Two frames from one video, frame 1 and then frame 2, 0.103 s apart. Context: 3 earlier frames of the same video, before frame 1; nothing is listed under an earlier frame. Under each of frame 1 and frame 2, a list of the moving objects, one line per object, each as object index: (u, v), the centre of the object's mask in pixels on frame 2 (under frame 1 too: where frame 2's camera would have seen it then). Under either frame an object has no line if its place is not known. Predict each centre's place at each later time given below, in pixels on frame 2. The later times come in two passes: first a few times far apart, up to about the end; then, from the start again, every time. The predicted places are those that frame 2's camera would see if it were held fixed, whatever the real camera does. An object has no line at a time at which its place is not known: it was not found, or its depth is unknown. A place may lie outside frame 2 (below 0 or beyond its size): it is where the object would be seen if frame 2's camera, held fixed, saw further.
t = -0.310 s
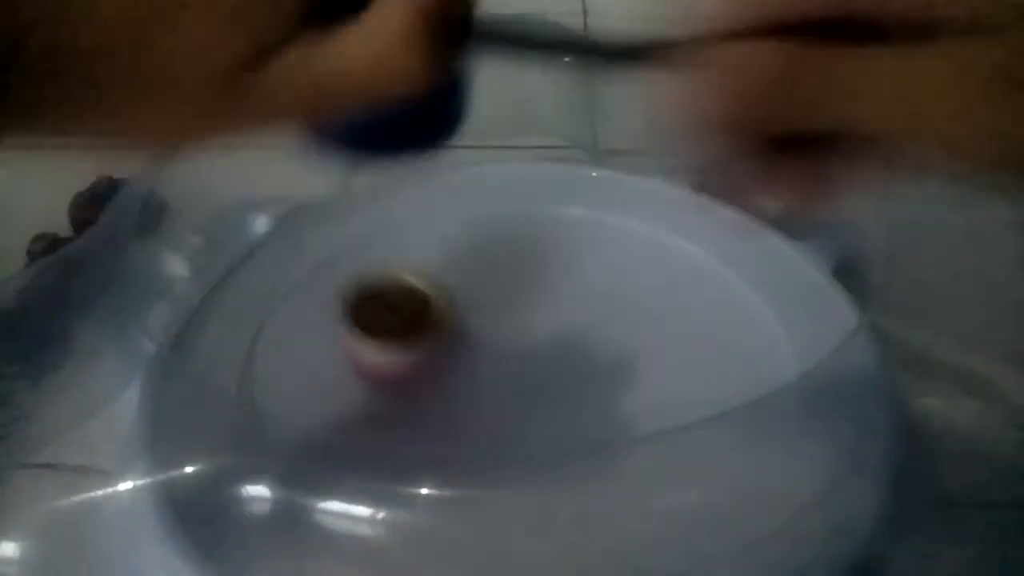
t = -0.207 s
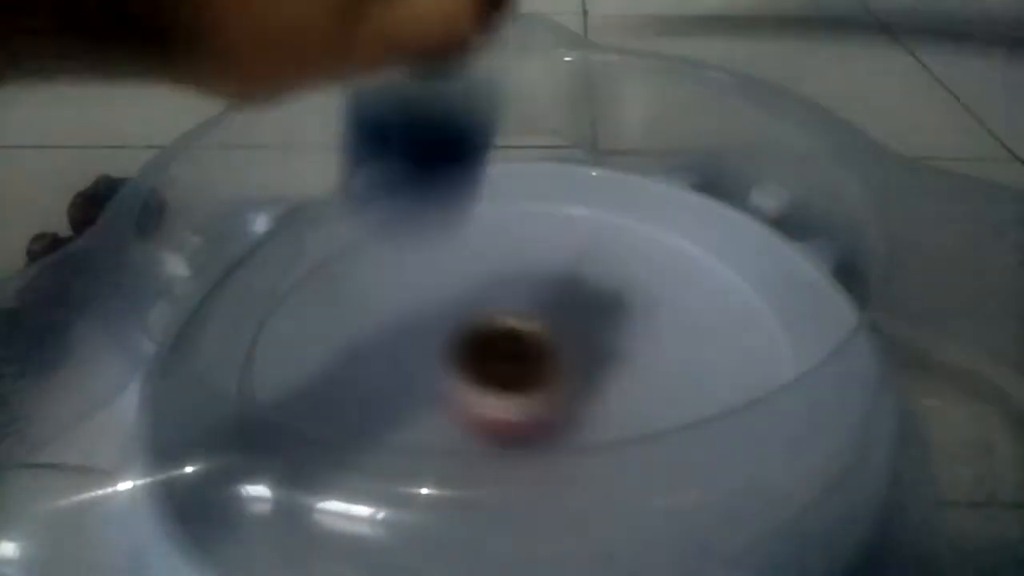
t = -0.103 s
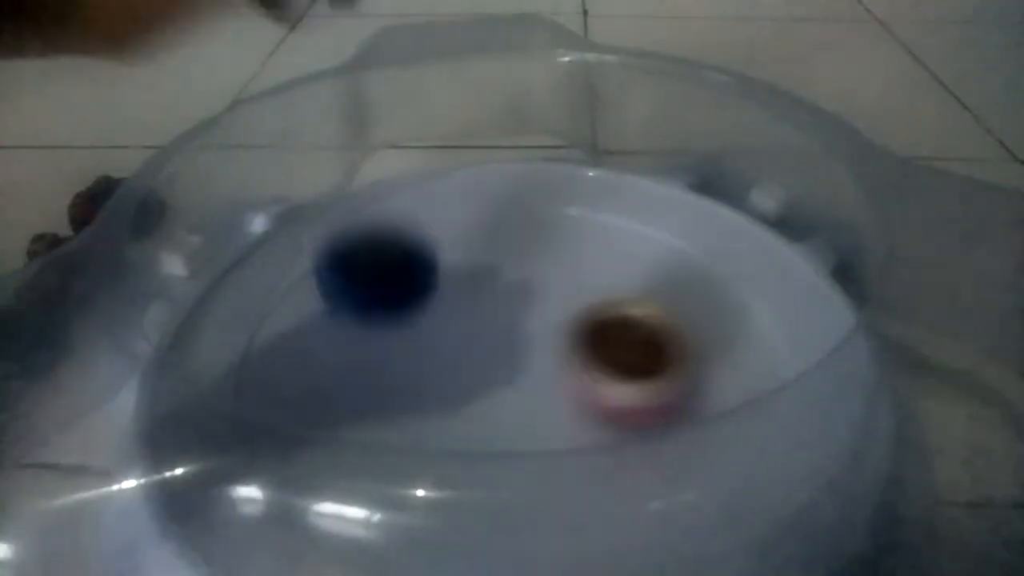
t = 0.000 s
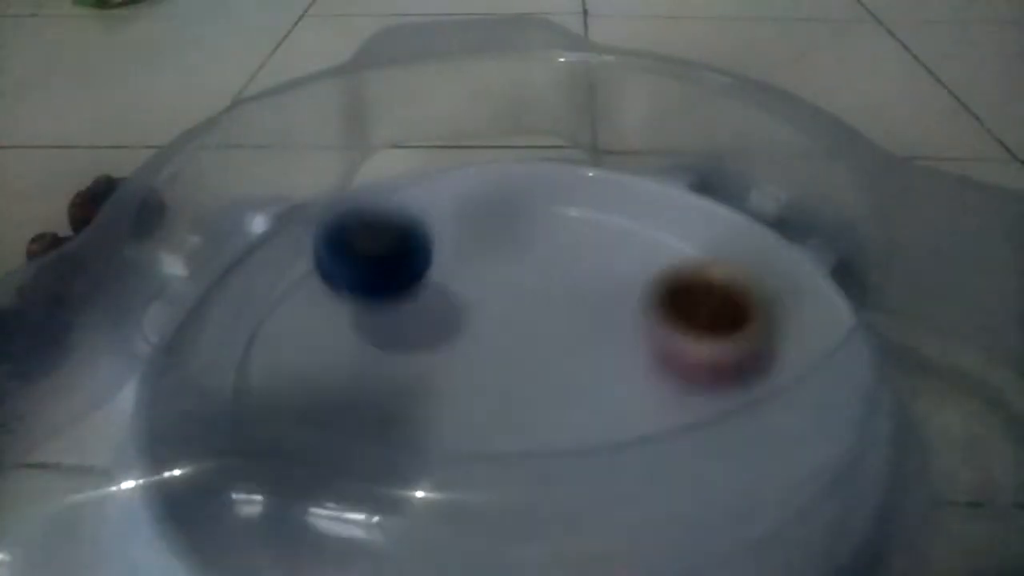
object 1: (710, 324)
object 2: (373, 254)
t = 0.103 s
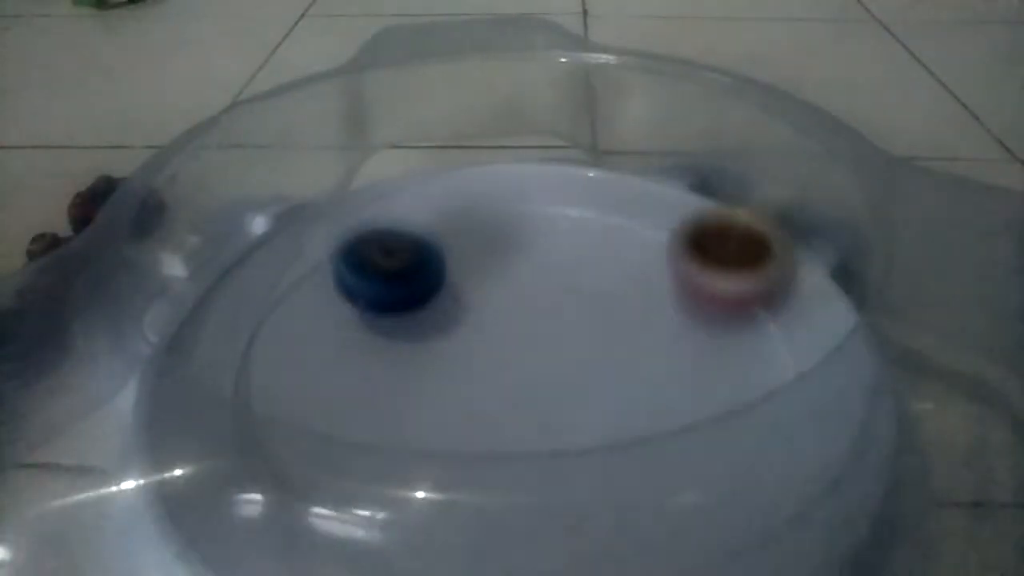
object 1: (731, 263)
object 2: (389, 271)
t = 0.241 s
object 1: (647, 214)
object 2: (445, 287)
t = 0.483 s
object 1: (437, 273)
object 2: (548, 386)
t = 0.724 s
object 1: (344, 402)
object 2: (609, 542)
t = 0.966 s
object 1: (424, 454)
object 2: (694, 473)
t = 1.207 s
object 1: (426, 381)
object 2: (721, 357)
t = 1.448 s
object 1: (363, 329)
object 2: (571, 280)
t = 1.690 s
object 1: (345, 327)
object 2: (505, 269)
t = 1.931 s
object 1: (431, 334)
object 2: (596, 328)
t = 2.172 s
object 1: (539, 292)
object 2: (698, 341)
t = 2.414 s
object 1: (545, 236)
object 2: (720, 337)
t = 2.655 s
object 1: (494, 259)
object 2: (600, 312)
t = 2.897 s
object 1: (405, 351)
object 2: (645, 369)
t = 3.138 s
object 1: (448, 483)
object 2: (613, 334)
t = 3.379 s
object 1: (604, 433)
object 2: (649, 277)
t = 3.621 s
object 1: (486, 342)
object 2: (635, 222)
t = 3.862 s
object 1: (318, 382)
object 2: (561, 242)
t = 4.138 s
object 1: (453, 459)
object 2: (446, 284)
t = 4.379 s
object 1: (548, 336)
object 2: (359, 326)
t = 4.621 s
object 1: (469, 245)
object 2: (333, 407)
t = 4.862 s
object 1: (348, 245)
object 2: (413, 469)
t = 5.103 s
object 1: (418, 356)
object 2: (551, 476)
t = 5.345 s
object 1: (561, 355)
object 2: (720, 442)
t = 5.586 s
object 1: (589, 269)
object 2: (719, 366)
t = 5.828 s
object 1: (487, 283)
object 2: (629, 296)
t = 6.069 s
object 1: (519, 390)
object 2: (525, 264)
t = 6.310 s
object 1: (654, 368)
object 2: (431, 281)
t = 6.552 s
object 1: (583, 303)
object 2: (363, 339)
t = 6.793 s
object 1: (468, 349)
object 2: (373, 434)
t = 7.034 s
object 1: (475, 370)
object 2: (475, 503)
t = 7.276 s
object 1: (518, 350)
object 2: (603, 464)
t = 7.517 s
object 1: (522, 308)
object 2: (645, 383)
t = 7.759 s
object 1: (404, 247)
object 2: (638, 351)
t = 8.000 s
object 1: (338, 283)
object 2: (535, 312)
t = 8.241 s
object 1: (397, 376)
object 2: (489, 298)
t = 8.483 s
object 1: (563, 395)
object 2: (422, 337)
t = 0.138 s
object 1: (724, 243)
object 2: (400, 275)
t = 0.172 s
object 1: (706, 228)
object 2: (413, 277)
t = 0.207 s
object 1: (678, 221)
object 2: (428, 281)
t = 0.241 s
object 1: (647, 214)
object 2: (445, 287)
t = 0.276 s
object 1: (617, 206)
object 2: (466, 295)
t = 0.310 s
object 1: (580, 209)
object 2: (489, 305)
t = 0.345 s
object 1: (551, 213)
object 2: (508, 318)
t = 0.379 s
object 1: (518, 219)
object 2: (526, 335)
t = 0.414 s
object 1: (485, 232)
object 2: (539, 351)
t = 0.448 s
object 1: (458, 251)
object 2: (546, 368)
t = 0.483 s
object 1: (437, 273)
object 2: (548, 386)
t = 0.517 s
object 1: (423, 299)
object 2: (543, 402)
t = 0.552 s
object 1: (417, 330)
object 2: (531, 423)
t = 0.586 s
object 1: (414, 361)
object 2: (515, 439)
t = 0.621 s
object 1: (395, 377)
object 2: (536, 482)
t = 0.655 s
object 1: (371, 381)
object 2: (570, 523)
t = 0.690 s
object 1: (354, 388)
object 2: (593, 531)
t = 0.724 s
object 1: (344, 402)
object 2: (609, 542)
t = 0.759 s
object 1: (346, 412)
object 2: (610, 533)
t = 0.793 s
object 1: (357, 426)
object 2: (606, 527)
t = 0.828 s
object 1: (385, 436)
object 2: (598, 520)
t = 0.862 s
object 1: (413, 467)
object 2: (588, 513)
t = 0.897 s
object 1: (428, 468)
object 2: (613, 500)
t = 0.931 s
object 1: (424, 462)
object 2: (657, 488)
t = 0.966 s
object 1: (424, 454)
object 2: (694, 473)
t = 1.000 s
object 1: (428, 447)
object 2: (724, 455)
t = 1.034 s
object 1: (432, 439)
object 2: (743, 439)
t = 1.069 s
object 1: (432, 430)
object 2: (754, 421)
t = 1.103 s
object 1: (433, 413)
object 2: (752, 404)
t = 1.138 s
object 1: (434, 402)
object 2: (743, 384)
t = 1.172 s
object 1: (432, 392)
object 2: (732, 369)
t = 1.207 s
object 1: (426, 381)
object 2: (721, 357)
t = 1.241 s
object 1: (419, 369)
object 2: (703, 342)
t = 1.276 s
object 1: (413, 359)
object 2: (683, 329)
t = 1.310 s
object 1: (404, 351)
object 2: (662, 317)
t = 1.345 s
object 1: (394, 345)
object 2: (639, 307)
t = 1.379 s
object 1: (383, 339)
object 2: (616, 297)
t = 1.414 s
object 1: (374, 333)
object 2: (593, 288)
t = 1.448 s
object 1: (363, 329)
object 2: (571, 280)
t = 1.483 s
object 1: (355, 326)
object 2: (551, 271)
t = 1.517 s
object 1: (349, 323)
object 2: (536, 265)
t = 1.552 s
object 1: (344, 322)
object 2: (523, 263)
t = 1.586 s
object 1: (342, 322)
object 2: (512, 261)
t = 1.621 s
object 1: (341, 325)
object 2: (506, 262)
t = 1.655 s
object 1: (341, 325)
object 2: (504, 264)
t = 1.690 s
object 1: (345, 327)
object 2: (505, 269)
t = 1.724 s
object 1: (351, 331)
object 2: (510, 274)
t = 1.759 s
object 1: (359, 334)
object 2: (519, 282)
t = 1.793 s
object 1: (371, 337)
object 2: (532, 293)
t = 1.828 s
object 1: (384, 338)
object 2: (547, 302)
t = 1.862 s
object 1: (399, 338)
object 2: (563, 313)
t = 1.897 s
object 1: (415, 337)
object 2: (579, 321)
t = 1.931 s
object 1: (431, 334)
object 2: (596, 328)
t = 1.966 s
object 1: (448, 331)
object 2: (614, 333)
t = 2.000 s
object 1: (466, 327)
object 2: (631, 336)
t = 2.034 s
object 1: (484, 322)
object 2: (647, 338)
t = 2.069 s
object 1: (501, 317)
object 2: (662, 340)
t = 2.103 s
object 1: (516, 309)
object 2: (677, 341)
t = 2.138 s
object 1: (529, 300)
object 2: (689, 342)
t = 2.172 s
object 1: (539, 292)
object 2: (698, 341)
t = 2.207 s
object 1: (547, 281)
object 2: (706, 341)
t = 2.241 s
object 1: (553, 271)
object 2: (712, 340)
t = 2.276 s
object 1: (555, 262)
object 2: (718, 338)
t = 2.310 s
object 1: (556, 254)
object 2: (723, 337)
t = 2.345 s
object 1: (554, 247)
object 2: (726, 336)
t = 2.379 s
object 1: (551, 242)
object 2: (726, 336)
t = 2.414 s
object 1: (545, 236)
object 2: (720, 337)
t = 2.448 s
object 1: (540, 232)
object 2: (709, 336)
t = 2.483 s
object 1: (531, 231)
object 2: (693, 335)
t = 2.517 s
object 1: (522, 231)
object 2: (674, 333)
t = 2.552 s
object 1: (515, 235)
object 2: (655, 330)
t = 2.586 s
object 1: (507, 241)
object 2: (631, 326)
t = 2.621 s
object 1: (500, 251)
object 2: (611, 318)
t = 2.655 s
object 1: (494, 259)
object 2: (600, 312)
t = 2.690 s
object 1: (470, 261)
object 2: (619, 316)
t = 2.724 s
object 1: (446, 268)
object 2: (635, 320)
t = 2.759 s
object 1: (427, 279)
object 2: (647, 326)
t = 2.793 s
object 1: (414, 292)
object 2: (656, 336)
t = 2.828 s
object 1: (407, 309)
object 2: (659, 346)
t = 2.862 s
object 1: (404, 328)
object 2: (655, 357)
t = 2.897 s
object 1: (405, 351)
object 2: (645, 369)
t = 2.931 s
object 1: (416, 375)
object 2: (629, 379)
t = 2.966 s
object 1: (434, 394)
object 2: (605, 386)
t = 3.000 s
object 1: (445, 409)
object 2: (587, 385)
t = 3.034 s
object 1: (433, 430)
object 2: (594, 371)
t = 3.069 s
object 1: (431, 451)
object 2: (600, 358)
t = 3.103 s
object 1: (435, 470)
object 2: (607, 344)
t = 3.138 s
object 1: (448, 483)
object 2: (613, 334)
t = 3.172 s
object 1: (465, 491)
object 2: (620, 321)
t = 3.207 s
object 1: (491, 494)
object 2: (625, 310)
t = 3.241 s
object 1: (518, 493)
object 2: (631, 301)
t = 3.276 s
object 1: (545, 481)
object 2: (637, 293)
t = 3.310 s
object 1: (570, 470)
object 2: (641, 286)
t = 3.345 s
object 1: (590, 453)
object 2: (646, 281)
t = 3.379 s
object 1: (604, 433)
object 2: (649, 277)
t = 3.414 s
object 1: (611, 412)
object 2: (650, 277)
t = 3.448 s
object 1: (608, 387)
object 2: (649, 279)
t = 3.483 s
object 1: (600, 366)
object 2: (645, 278)
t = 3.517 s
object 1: (575, 357)
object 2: (643, 267)
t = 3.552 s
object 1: (543, 353)
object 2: (643, 247)
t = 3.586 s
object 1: (514, 347)
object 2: (640, 231)
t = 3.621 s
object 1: (486, 342)
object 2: (635, 222)
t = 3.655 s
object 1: (460, 341)
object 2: (627, 219)
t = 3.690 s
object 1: (432, 343)
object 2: (618, 218)
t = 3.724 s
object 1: (405, 348)
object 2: (610, 220)
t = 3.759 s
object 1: (379, 355)
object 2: (600, 224)
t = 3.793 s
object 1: (356, 362)
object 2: (588, 229)
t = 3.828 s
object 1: (334, 373)
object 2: (575, 235)
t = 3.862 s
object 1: (318, 382)
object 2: (561, 242)
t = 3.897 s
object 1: (302, 403)
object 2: (546, 249)
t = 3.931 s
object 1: (302, 416)
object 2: (531, 256)
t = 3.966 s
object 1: (308, 429)
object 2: (517, 261)
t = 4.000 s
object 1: (324, 439)
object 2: (503, 267)
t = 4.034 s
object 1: (353, 450)
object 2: (489, 272)
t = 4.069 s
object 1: (384, 461)
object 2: (474, 276)
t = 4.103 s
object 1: (418, 465)
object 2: (460, 280)
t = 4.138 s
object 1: (453, 459)
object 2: (446, 284)
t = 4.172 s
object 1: (482, 443)
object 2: (432, 289)
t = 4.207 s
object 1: (505, 429)
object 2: (418, 294)
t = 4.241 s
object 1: (525, 411)
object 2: (405, 299)
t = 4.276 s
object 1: (541, 392)
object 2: (393, 305)
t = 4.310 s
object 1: (548, 374)
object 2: (380, 310)
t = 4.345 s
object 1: (550, 354)
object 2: (370, 317)
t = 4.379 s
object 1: (548, 336)
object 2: (359, 326)
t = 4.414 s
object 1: (544, 319)
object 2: (350, 335)
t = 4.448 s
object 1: (537, 303)
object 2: (342, 345)
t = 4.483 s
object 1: (525, 288)
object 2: (336, 357)
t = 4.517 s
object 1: (513, 273)
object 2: (332, 368)
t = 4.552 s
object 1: (497, 263)
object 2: (331, 380)
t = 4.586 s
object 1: (483, 254)
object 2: (332, 390)
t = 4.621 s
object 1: (469, 245)
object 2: (333, 407)
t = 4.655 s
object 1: (453, 238)
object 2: (339, 420)
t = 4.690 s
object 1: (436, 230)
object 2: (345, 429)
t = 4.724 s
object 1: (418, 224)
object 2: (355, 438)
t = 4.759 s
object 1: (400, 221)
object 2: (367, 450)
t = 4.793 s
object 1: (382, 223)
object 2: (380, 458)
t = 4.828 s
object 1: (365, 231)
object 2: (394, 461)
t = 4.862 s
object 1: (348, 245)
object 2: (413, 469)
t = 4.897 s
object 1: (339, 261)
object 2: (431, 476)
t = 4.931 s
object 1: (339, 279)
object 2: (450, 480)
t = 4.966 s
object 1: (350, 293)
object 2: (470, 483)
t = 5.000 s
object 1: (365, 310)
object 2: (492, 483)
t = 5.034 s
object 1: (381, 326)
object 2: (512, 483)
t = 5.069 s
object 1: (398, 342)
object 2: (532, 481)
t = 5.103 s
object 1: (418, 356)
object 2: (551, 476)
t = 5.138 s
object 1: (442, 372)
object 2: (570, 470)
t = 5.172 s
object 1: (469, 384)
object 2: (588, 462)
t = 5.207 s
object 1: (493, 386)
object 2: (605, 455)
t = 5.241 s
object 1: (510, 383)
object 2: (646, 456)
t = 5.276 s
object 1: (523, 373)
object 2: (678, 453)
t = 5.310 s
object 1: (544, 365)
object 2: (701, 449)
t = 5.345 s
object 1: (561, 355)
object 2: (720, 442)
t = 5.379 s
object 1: (576, 343)
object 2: (731, 434)
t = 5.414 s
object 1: (585, 331)
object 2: (739, 423)
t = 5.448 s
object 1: (595, 320)
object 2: (741, 413)
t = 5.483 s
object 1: (599, 306)
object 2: (740, 403)
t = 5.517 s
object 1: (599, 293)
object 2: (735, 391)
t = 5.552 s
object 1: (595, 281)
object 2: (726, 375)
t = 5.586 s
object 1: (589, 269)
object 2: (719, 366)
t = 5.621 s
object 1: (578, 261)
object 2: (710, 354)
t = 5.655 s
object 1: (563, 255)
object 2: (697, 342)
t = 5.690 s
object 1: (547, 253)
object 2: (685, 331)
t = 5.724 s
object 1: (530, 255)
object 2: (672, 321)
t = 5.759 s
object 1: (513, 261)
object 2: (658, 312)
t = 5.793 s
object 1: (498, 270)
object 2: (644, 303)
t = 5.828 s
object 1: (487, 283)
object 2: (629, 296)
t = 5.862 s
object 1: (479, 298)
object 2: (613, 290)
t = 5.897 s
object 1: (476, 315)
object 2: (598, 284)
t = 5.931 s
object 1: (479, 334)
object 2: (583, 279)
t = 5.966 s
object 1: (484, 352)
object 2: (570, 275)
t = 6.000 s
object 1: (493, 367)
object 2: (556, 270)
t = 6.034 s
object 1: (503, 380)
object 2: (540, 267)
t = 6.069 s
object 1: (519, 390)
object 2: (525, 264)
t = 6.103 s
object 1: (540, 395)
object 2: (512, 264)
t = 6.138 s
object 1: (562, 396)
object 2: (498, 263)
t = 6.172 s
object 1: (585, 394)
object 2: (484, 265)
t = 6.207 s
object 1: (606, 391)
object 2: (470, 267)
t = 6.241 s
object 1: (625, 385)
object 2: (458, 272)
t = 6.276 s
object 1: (643, 378)
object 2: (444, 276)
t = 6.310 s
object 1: (654, 368)
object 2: (431, 281)
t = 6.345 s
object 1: (660, 355)
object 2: (417, 287)
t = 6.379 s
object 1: (659, 341)
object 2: (405, 294)
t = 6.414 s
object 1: (652, 328)
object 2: (393, 301)
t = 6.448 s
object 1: (640, 317)
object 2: (383, 309)
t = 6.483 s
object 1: (625, 309)
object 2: (375, 317)
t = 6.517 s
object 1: (605, 305)
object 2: (368, 329)
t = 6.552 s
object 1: (583, 303)
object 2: (363, 339)
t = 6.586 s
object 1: (561, 305)
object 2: (361, 351)
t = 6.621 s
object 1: (537, 306)
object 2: (362, 364)
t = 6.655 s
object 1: (514, 311)
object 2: (365, 378)
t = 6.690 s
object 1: (496, 319)
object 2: (373, 392)
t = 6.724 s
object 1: (478, 330)
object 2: (381, 402)
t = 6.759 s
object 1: (467, 338)
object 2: (381, 411)
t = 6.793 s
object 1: (468, 349)
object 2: (373, 434)
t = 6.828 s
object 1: (464, 352)
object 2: (370, 443)
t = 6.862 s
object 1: (461, 358)
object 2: (383, 464)
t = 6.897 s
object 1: (459, 364)
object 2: (399, 474)
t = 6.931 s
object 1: (460, 370)
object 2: (419, 482)
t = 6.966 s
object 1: (464, 370)
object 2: (435, 488)
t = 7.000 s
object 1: (469, 370)
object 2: (455, 500)
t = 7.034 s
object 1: (475, 370)
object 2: (475, 503)
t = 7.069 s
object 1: (482, 369)
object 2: (499, 505)
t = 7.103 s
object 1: (488, 367)
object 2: (515, 503)
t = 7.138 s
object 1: (495, 365)
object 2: (537, 497)
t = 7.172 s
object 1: (500, 362)
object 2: (555, 492)
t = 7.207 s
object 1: (507, 359)
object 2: (573, 485)
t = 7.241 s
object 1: (513, 355)
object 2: (589, 475)
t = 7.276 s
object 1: (518, 350)
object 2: (603, 464)
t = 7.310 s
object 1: (524, 346)
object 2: (613, 452)
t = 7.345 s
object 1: (529, 344)
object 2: (621, 437)
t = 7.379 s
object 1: (531, 338)
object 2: (626, 425)
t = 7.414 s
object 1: (534, 331)
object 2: (629, 404)
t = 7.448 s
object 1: (536, 327)
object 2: (629, 395)
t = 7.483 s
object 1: (534, 321)
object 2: (628, 385)
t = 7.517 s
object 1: (522, 308)
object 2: (645, 383)
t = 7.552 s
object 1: (500, 292)
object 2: (665, 384)
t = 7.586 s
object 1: (483, 281)
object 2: (675, 383)
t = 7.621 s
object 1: (465, 270)
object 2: (679, 380)
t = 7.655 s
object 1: (450, 264)
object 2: (675, 375)
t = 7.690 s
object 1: (436, 258)
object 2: (666, 367)
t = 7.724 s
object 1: (419, 253)
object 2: (653, 358)
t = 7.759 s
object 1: (404, 247)
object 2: (638, 351)
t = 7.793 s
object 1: (391, 243)
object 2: (623, 344)
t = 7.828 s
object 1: (376, 241)
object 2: (607, 337)
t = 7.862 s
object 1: (362, 243)
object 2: (593, 332)
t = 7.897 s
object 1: (347, 249)
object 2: (578, 327)
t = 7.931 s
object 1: (336, 257)
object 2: (563, 321)
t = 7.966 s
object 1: (335, 271)
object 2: (549, 316)
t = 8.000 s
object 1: (338, 283)
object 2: (535, 312)
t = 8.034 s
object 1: (348, 293)
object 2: (520, 309)
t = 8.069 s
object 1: (360, 306)
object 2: (506, 307)
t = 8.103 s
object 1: (371, 322)
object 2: (497, 303)
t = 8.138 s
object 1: (373, 335)
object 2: (498, 300)
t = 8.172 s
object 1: (378, 349)
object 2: (498, 299)
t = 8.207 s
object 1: (386, 366)
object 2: (495, 299)
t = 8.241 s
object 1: (397, 376)
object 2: (489, 298)
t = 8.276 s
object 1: (414, 384)
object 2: (483, 299)
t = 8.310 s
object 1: (435, 393)
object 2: (472, 300)
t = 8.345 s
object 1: (458, 399)
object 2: (461, 304)
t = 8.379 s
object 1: (484, 404)
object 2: (448, 310)
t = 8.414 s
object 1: (508, 406)
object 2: (437, 319)
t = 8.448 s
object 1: (537, 404)
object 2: (430, 329)
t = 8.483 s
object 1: (563, 395)
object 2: (422, 337)
